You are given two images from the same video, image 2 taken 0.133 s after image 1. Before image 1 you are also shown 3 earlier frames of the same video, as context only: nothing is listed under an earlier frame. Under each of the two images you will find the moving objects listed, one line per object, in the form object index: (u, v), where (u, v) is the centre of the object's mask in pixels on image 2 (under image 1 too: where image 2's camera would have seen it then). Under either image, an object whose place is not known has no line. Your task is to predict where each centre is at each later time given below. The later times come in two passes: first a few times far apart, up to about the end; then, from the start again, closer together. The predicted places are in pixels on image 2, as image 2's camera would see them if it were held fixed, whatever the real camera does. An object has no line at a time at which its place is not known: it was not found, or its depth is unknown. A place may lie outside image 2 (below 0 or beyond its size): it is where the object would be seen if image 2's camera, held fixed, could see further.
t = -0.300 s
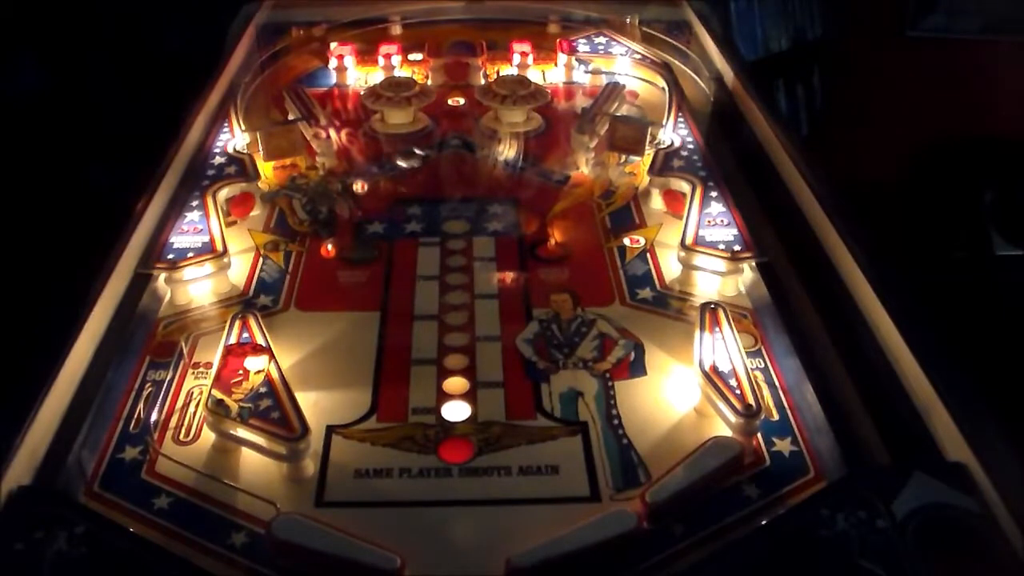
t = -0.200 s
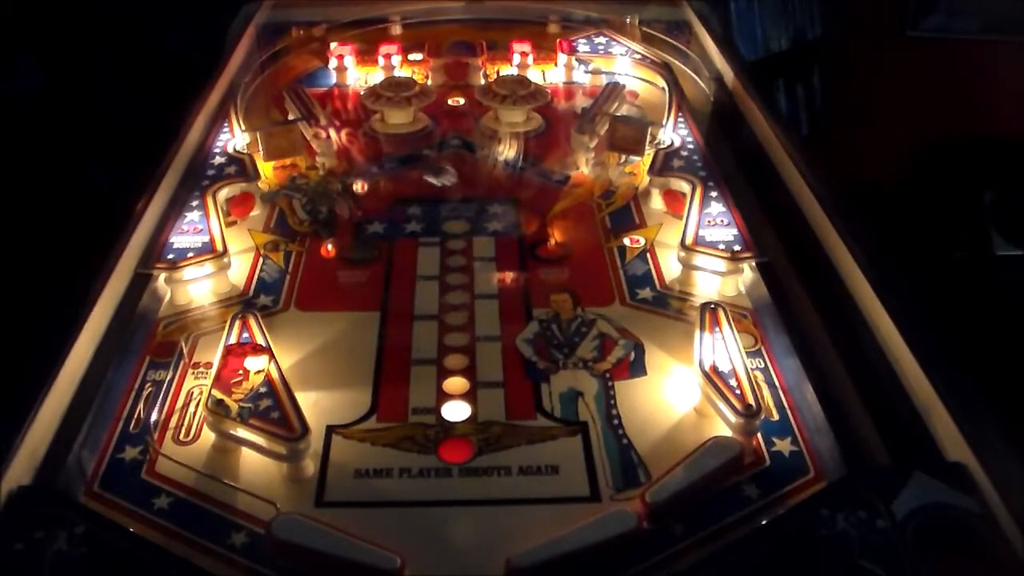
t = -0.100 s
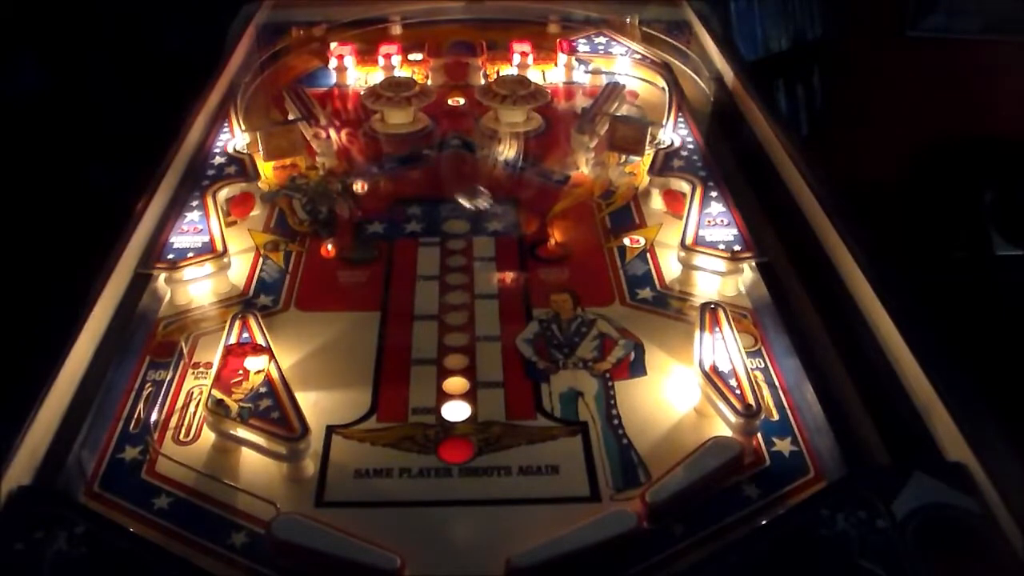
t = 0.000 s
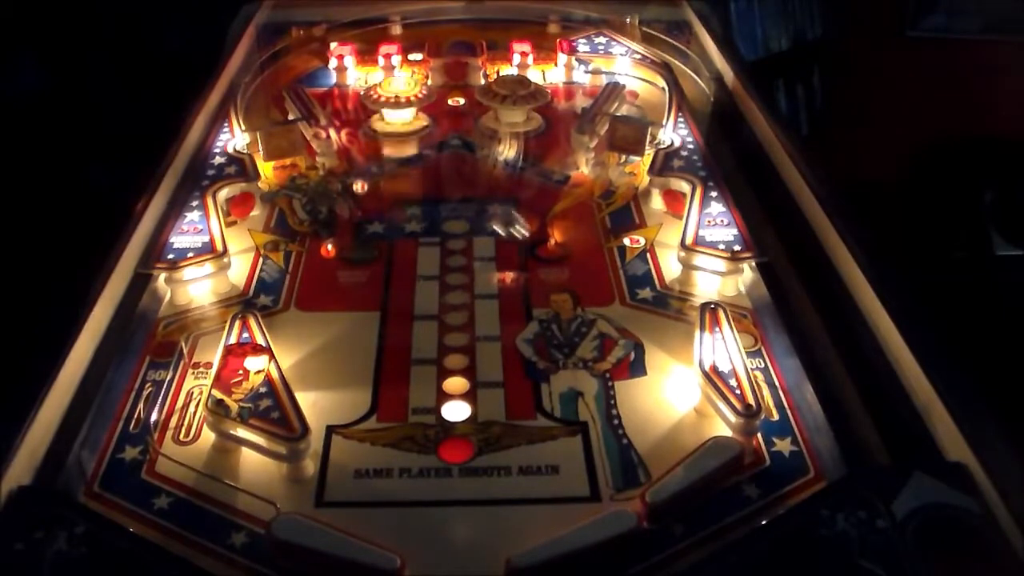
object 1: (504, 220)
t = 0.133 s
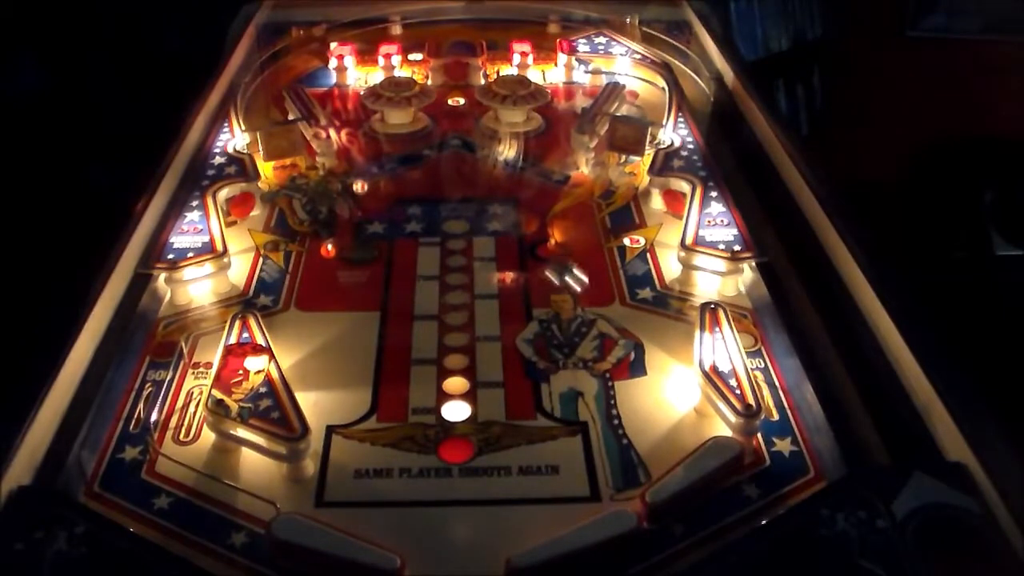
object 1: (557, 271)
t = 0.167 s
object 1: (565, 279)
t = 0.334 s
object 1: (669, 385)
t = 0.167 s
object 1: (565, 279)
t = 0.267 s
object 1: (623, 339)
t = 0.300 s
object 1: (647, 360)
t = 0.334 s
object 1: (669, 385)
